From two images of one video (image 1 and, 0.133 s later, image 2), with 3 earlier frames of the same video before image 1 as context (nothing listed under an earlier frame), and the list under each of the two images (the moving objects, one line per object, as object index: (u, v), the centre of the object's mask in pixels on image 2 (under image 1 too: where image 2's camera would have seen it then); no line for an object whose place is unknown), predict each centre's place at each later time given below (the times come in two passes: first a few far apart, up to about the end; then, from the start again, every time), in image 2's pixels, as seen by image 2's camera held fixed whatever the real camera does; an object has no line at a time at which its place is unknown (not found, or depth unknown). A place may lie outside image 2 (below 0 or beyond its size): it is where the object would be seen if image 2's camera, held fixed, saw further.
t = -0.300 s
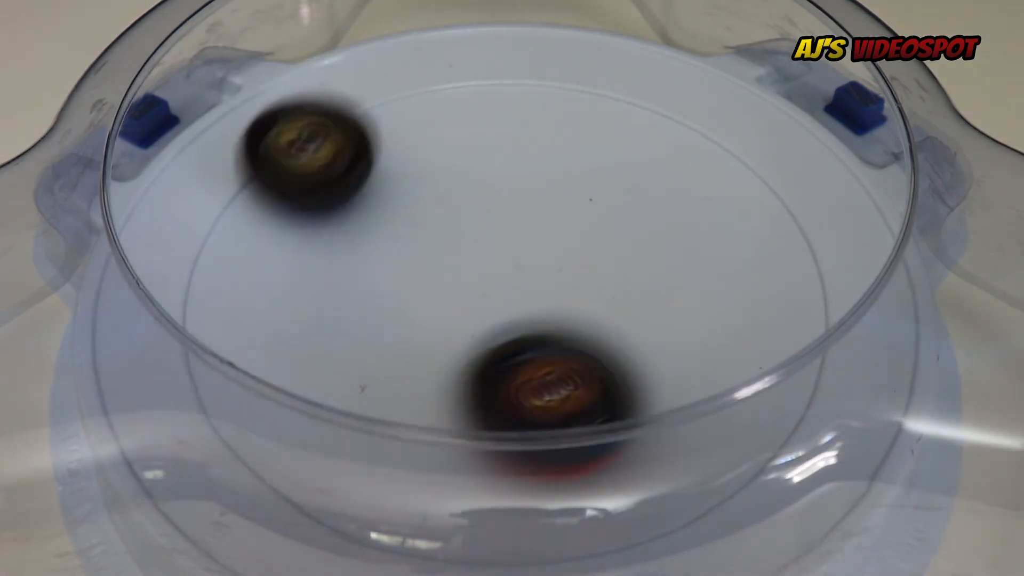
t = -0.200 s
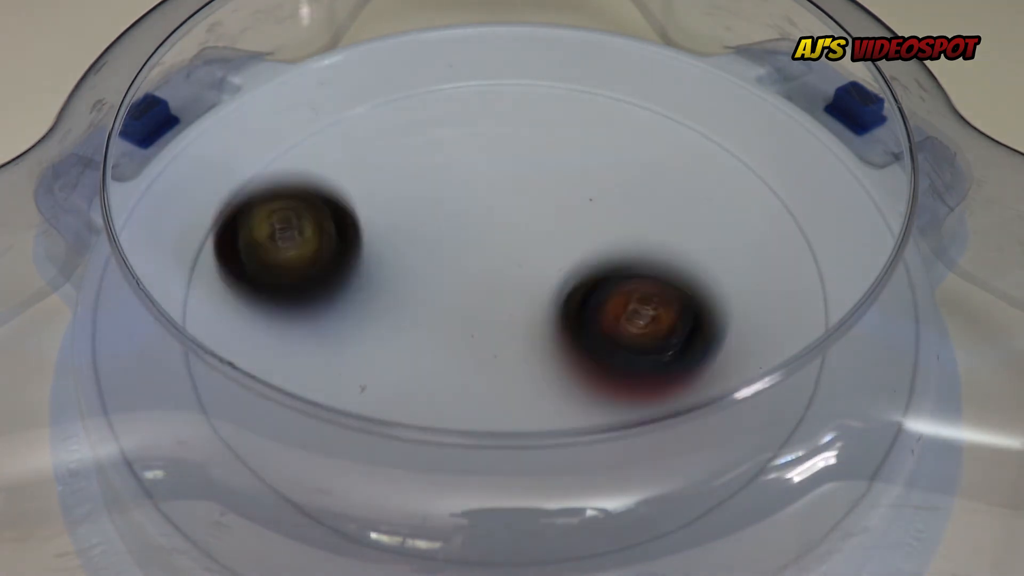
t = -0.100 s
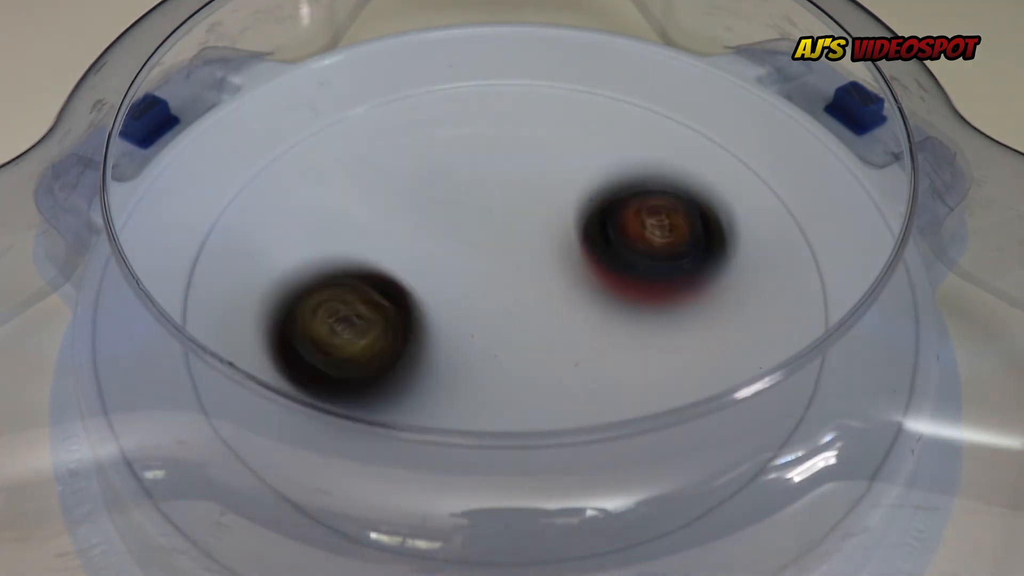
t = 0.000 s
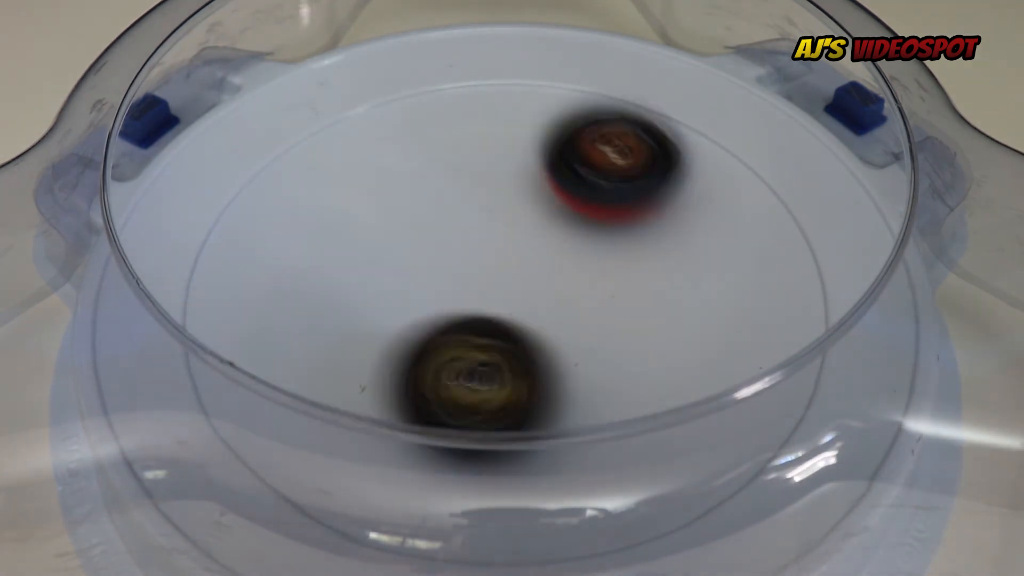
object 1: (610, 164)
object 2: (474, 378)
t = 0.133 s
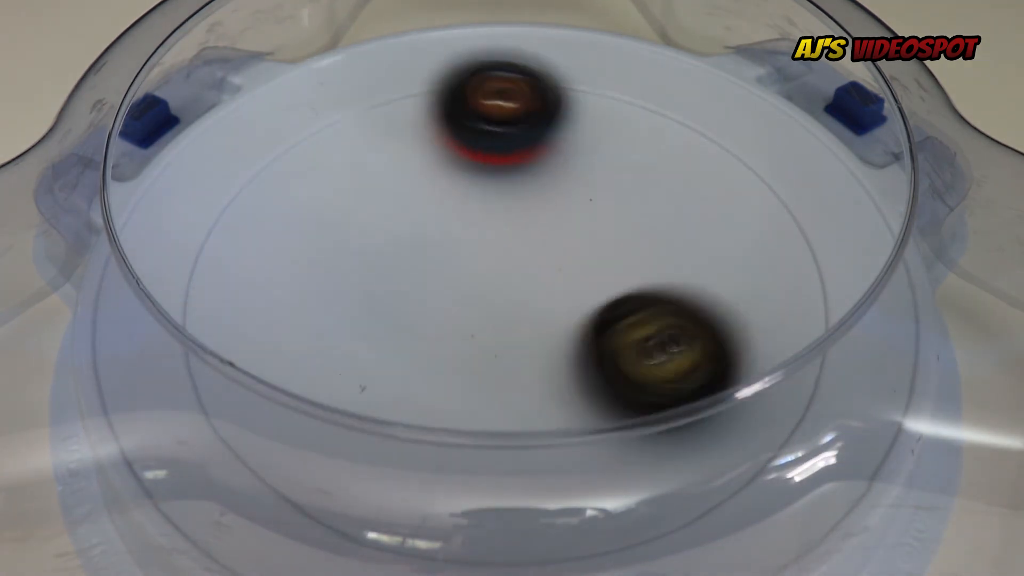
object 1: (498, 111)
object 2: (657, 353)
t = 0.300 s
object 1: (347, 150)
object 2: (746, 223)
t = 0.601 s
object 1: (461, 360)
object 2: (506, 114)
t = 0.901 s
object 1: (678, 219)
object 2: (306, 316)
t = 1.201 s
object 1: (452, 151)
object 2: (620, 440)
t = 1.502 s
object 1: (388, 361)
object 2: (667, 207)
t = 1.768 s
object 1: (662, 349)
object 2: (400, 133)
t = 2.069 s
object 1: (550, 170)
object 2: (246, 303)
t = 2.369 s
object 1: (298, 254)
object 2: (582, 372)
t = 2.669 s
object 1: (487, 410)
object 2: (662, 155)
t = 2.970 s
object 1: (631, 213)
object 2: (416, 110)
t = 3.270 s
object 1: (407, 124)
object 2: (337, 322)
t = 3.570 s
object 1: (329, 311)
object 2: (648, 392)
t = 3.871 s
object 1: (646, 329)
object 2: (686, 202)
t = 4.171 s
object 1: (623, 144)
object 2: (418, 160)
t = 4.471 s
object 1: (379, 204)
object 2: (276, 316)
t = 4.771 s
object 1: (492, 339)
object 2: (526, 503)
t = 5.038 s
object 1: (629, 219)
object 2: (705, 328)
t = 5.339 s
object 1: (412, 94)
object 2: (580, 197)
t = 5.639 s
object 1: (266, 233)
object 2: (425, 239)
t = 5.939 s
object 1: (348, 364)
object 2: (520, 351)
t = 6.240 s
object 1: (449, 264)
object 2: (726, 304)
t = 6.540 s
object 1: (361, 161)
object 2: (636, 215)
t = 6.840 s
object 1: (302, 260)
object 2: (588, 211)
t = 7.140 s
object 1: (483, 317)
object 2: (599, 214)
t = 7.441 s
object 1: (506, 298)
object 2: (624, 158)
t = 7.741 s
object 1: (403, 289)
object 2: (545, 203)
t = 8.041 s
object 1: (420, 379)
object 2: (512, 241)
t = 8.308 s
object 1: (520, 364)
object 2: (512, 211)
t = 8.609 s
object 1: (481, 293)
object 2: (502, 160)
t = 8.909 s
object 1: (363, 284)
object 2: (504, 201)
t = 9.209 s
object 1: (384, 348)
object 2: (574, 254)
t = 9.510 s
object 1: (395, 289)
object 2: (653, 276)
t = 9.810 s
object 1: (371, 231)
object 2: (590, 286)
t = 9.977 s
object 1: (393, 197)
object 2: (541, 291)
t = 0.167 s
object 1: (466, 109)
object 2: (692, 334)
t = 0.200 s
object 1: (433, 113)
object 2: (721, 309)
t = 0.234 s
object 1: (401, 121)
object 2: (738, 280)
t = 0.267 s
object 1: (371, 133)
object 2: (746, 250)
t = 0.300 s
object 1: (347, 150)
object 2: (746, 223)
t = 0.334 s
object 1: (327, 173)
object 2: (739, 196)
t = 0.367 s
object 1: (315, 199)
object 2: (724, 172)
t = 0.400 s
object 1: (311, 226)
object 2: (704, 151)
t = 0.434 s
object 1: (316, 256)
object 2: (677, 134)
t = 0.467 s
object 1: (329, 284)
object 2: (648, 121)
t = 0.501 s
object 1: (353, 312)
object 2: (615, 113)
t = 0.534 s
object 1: (383, 334)
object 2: (579, 109)
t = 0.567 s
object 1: (419, 350)
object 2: (543, 109)
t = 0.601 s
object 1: (461, 360)
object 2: (506, 114)
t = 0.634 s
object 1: (505, 361)
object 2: (470, 123)
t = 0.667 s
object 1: (546, 357)
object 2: (436, 136)
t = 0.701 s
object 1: (584, 347)
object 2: (403, 153)
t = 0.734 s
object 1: (618, 331)
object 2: (375, 173)
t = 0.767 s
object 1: (644, 313)
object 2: (349, 196)
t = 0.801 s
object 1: (665, 289)
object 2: (329, 223)
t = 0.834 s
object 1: (677, 266)
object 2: (314, 254)
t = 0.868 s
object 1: (681, 240)
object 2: (306, 284)
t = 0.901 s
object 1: (678, 219)
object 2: (306, 316)
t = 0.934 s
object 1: (670, 197)
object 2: (315, 342)
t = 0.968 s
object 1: (656, 176)
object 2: (332, 373)
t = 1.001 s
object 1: (635, 158)
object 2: (358, 397)
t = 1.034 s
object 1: (610, 144)
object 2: (393, 423)
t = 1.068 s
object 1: (580, 135)
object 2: (433, 443)
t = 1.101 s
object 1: (549, 132)
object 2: (479, 432)
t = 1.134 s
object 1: (516, 134)
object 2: (527, 452)
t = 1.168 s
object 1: (483, 140)
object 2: (575, 447)
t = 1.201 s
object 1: (452, 151)
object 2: (620, 440)
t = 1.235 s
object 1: (421, 166)
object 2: (650, 415)
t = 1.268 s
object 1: (397, 186)
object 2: (680, 395)
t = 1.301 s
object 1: (376, 209)
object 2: (699, 368)
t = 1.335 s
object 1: (361, 234)
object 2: (711, 334)
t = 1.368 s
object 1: (352, 261)
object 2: (718, 312)
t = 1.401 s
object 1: (349, 289)
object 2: (713, 282)
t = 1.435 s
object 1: (354, 317)
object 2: (703, 255)
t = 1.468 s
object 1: (366, 343)
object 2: (687, 230)
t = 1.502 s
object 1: (388, 361)
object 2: (667, 207)
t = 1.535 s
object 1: (419, 375)
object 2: (641, 187)
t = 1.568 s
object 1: (455, 385)
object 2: (612, 169)
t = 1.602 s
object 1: (493, 406)
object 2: (579, 154)
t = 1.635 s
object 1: (535, 406)
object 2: (544, 143)
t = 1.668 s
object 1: (575, 401)
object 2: (508, 135)
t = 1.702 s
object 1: (607, 378)
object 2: (471, 131)
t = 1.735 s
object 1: (639, 365)
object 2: (436, 130)
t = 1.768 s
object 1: (662, 349)
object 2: (400, 133)
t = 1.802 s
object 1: (679, 331)
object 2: (367, 138)
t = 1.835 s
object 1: (685, 306)
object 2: (334, 149)
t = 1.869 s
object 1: (684, 279)
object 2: (306, 161)
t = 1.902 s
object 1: (675, 253)
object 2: (279, 180)
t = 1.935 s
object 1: (658, 230)
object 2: (259, 200)
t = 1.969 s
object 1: (638, 209)
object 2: (244, 223)
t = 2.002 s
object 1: (611, 192)
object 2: (236, 248)
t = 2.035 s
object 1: (581, 179)
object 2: (235, 278)
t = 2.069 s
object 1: (550, 170)
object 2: (246, 303)
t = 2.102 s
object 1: (516, 166)
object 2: (268, 326)
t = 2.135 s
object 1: (482, 165)
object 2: (290, 357)
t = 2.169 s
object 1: (449, 168)
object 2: (322, 377)
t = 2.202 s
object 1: (416, 174)
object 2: (362, 391)
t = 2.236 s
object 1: (385, 183)
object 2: (406, 401)
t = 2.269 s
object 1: (357, 197)
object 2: (452, 403)
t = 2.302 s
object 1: (332, 213)
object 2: (498, 388)
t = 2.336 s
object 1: (312, 232)
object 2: (540, 383)
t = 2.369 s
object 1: (298, 254)
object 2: (582, 372)
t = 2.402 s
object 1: (288, 278)
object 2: (616, 357)
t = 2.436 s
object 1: (285, 305)
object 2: (644, 337)
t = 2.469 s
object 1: (293, 328)
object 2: (667, 311)
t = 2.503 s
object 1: (311, 346)
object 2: (680, 283)
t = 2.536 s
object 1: (330, 376)
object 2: (688, 255)
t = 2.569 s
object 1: (361, 393)
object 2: (690, 228)
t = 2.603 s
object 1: (401, 407)
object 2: (686, 202)
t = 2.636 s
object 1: (444, 412)
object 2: (677, 177)
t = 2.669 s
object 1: (487, 410)
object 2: (662, 155)
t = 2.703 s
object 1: (528, 387)
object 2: (642, 135)
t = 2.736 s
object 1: (565, 379)
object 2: (620, 119)
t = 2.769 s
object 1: (598, 363)
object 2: (593, 105)
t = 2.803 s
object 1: (622, 345)
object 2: (566, 96)
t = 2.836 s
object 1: (639, 317)
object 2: (537, 91)
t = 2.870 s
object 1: (646, 291)
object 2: (506, 89)
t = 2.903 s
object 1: (647, 263)
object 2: (476, 93)
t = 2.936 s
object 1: (642, 237)
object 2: (445, 99)
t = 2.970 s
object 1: (631, 213)
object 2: (416, 110)
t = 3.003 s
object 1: (617, 190)
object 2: (391, 123)
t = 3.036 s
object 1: (598, 170)
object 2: (366, 141)
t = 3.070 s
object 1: (577, 153)
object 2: (347, 162)
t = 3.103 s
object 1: (552, 139)
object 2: (332, 184)
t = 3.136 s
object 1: (525, 129)
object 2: (321, 210)
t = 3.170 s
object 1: (496, 121)
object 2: (317, 236)
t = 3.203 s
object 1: (466, 118)
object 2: (317, 265)
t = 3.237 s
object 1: (436, 119)
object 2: (323, 293)
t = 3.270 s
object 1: (407, 124)
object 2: (337, 322)
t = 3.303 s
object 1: (380, 132)
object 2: (357, 347)
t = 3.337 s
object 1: (354, 144)
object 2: (385, 363)
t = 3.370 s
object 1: (332, 161)
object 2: (420, 377)
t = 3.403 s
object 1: (315, 182)
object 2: (454, 399)
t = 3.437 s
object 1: (303, 206)
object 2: (495, 407)
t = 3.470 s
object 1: (298, 232)
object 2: (536, 415)
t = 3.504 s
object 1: (301, 259)
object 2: (576, 409)
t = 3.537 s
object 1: (311, 285)
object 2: (615, 403)
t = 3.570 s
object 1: (329, 311)
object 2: (648, 392)
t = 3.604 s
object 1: (354, 334)
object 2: (676, 374)
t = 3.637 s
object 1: (386, 350)
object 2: (697, 347)
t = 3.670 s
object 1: (425, 362)
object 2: (717, 330)
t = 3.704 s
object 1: (465, 367)
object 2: (728, 311)
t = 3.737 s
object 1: (507, 369)
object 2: (732, 286)
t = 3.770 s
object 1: (546, 366)
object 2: (728, 263)
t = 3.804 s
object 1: (584, 359)
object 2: (718, 240)
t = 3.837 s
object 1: (618, 347)
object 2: (704, 220)
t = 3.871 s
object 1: (646, 329)
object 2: (686, 202)
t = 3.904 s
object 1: (667, 309)
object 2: (664, 187)
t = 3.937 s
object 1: (684, 286)
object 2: (638, 174)
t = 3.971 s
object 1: (692, 262)
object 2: (609, 163)
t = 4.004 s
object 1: (693, 237)
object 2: (578, 156)
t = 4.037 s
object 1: (689, 216)
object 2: (547, 151)
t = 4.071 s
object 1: (680, 193)
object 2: (515, 150)
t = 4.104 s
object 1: (666, 175)
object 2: (483, 150)
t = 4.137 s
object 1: (646, 158)
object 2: (450, 154)
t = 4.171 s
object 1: (623, 144)
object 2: (418, 160)
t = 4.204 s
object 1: (596, 135)
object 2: (390, 168)
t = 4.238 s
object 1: (567, 130)
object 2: (362, 180)
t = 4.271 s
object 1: (537, 129)
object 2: (337, 194)
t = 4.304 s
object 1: (505, 133)
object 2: (315, 210)
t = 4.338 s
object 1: (475, 140)
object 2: (297, 228)
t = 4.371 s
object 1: (448, 150)
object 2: (283, 249)
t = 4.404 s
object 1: (421, 165)
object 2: (274, 270)
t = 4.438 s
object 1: (398, 184)
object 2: (272, 294)
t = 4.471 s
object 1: (379, 204)
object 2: (276, 316)
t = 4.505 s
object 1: (364, 227)
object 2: (291, 334)
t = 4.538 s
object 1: (355, 251)
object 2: (310, 352)
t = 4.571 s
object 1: (359, 264)
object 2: (314, 390)
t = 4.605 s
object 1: (368, 277)
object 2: (328, 428)
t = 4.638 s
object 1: (383, 294)
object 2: (366, 468)
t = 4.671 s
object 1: (402, 312)
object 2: (392, 491)
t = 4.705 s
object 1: (429, 327)
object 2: (432, 499)
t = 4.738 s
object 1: (459, 337)
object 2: (479, 503)
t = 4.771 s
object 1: (492, 339)
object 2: (526, 503)
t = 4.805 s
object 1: (526, 336)
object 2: (566, 499)
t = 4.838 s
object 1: (556, 328)
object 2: (604, 491)
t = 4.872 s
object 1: (583, 315)
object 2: (636, 461)
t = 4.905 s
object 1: (604, 300)
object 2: (662, 434)
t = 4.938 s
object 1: (620, 281)
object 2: (682, 406)
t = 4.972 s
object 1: (630, 260)
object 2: (695, 381)
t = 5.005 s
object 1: (632, 239)
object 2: (699, 347)
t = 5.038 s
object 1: (629, 219)
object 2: (705, 328)
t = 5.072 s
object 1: (620, 198)
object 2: (701, 299)
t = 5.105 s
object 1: (606, 181)
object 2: (692, 273)
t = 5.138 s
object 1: (587, 161)
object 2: (678, 251)
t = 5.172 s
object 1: (565, 148)
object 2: (662, 230)
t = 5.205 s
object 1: (539, 136)
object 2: (642, 211)
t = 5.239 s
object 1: (504, 118)
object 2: (632, 207)
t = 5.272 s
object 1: (470, 104)
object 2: (617, 204)
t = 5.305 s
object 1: (440, 96)
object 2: (599, 200)
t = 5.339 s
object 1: (412, 94)
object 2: (580, 197)
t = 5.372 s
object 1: (387, 97)
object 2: (561, 195)
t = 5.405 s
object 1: (362, 105)
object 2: (540, 195)
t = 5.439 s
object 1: (338, 116)
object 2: (519, 196)
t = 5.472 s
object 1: (317, 130)
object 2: (499, 199)
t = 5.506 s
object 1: (300, 149)
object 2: (479, 203)
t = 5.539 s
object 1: (287, 170)
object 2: (460, 208)
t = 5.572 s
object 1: (280, 193)
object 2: (441, 215)
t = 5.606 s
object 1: (276, 217)
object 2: (426, 225)
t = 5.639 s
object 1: (266, 233)
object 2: (425, 239)
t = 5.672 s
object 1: (261, 249)
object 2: (424, 253)
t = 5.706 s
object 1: (263, 267)
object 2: (421, 268)
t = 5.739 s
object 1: (263, 284)
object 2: (427, 282)
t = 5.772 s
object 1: (259, 301)
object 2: (442, 298)
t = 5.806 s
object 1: (266, 317)
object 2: (454, 313)
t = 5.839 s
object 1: (281, 331)
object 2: (465, 325)
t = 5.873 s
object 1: (302, 345)
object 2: (478, 336)
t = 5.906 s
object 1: (330, 357)
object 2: (492, 345)
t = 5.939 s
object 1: (348, 364)
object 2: (520, 351)
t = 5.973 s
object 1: (370, 369)
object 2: (546, 355)
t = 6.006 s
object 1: (393, 370)
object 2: (574, 356)
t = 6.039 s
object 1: (406, 366)
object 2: (609, 354)
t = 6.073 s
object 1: (421, 357)
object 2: (638, 350)
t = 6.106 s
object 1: (435, 341)
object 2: (663, 344)
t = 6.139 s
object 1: (445, 323)
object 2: (684, 336)
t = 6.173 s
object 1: (450, 304)
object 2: (702, 327)
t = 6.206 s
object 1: (451, 283)
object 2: (716, 316)
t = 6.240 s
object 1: (449, 264)
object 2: (726, 304)
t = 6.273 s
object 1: (446, 245)
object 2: (731, 292)
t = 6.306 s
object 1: (441, 228)
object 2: (731, 280)
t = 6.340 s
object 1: (433, 213)
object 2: (729, 268)
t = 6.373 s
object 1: (424, 199)
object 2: (721, 257)
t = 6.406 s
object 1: (414, 186)
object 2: (711, 246)
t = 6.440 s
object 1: (403, 175)
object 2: (696, 237)
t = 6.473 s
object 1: (390, 168)
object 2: (678, 228)
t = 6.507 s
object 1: (375, 162)
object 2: (658, 220)
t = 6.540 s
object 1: (361, 161)
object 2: (636, 215)
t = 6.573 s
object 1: (348, 163)
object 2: (614, 210)
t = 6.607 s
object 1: (338, 171)
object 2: (591, 206)
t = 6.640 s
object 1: (335, 183)
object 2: (567, 204)
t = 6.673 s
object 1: (339, 198)
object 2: (542, 204)
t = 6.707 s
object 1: (352, 213)
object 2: (517, 203)
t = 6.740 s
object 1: (347, 225)
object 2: (519, 203)
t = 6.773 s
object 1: (324, 234)
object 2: (548, 204)
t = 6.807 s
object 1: (309, 245)
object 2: (571, 208)
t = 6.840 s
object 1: (302, 260)
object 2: (588, 211)
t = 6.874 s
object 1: (302, 275)
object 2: (598, 213)
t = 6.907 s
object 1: (309, 292)
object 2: (603, 212)
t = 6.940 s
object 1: (325, 307)
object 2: (607, 210)
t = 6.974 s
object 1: (346, 318)
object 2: (609, 209)
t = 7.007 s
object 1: (371, 326)
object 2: (609, 209)
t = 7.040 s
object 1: (399, 330)
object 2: (609, 209)
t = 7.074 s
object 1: (429, 329)
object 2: (607, 210)
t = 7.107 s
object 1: (457, 325)
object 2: (604, 211)
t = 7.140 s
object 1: (483, 317)
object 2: (599, 214)
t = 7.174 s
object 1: (502, 309)
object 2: (597, 214)
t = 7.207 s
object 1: (498, 314)
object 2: (617, 198)
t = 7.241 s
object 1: (497, 316)
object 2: (632, 184)
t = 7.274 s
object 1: (500, 317)
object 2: (638, 175)
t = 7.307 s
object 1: (503, 316)
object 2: (639, 168)
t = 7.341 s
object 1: (506, 313)
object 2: (638, 163)
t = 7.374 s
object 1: (509, 309)
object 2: (634, 160)
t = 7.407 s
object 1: (509, 304)
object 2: (630, 158)
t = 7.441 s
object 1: (506, 298)
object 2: (624, 158)
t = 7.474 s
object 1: (503, 290)
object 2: (616, 159)
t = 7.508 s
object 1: (496, 283)
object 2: (607, 162)
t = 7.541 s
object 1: (488, 278)
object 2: (597, 167)
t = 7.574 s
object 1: (478, 272)
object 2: (586, 172)
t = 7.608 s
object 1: (468, 268)
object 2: (574, 179)
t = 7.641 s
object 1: (452, 268)
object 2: (565, 185)
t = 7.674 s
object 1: (432, 274)
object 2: (560, 190)
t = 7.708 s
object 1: (416, 281)
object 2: (554, 196)
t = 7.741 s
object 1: (403, 289)
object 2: (545, 203)
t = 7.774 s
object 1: (393, 299)
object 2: (537, 210)
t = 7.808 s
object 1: (387, 310)
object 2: (528, 218)
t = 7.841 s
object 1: (386, 321)
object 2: (519, 227)
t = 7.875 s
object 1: (388, 333)
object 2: (509, 236)
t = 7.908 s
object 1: (397, 343)
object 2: (499, 245)
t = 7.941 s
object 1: (405, 354)
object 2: (496, 250)
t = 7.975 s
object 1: (405, 365)
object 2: (505, 245)
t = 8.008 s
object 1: (411, 374)
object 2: (510, 242)
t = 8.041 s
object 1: (420, 379)
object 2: (512, 241)
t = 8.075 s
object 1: (433, 384)
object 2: (513, 240)
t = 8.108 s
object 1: (452, 386)
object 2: (511, 240)
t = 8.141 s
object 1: (470, 384)
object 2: (511, 241)
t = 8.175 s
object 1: (489, 380)
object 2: (510, 241)
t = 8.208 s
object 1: (504, 373)
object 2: (508, 242)
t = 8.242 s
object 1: (513, 363)
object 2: (507, 241)
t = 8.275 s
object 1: (516, 362)
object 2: (510, 227)
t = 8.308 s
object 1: (520, 364)
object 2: (512, 211)
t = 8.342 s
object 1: (524, 364)
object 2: (513, 200)
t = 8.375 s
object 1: (525, 359)
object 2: (512, 190)
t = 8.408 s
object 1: (527, 353)
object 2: (509, 181)
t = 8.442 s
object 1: (526, 345)
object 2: (509, 175)
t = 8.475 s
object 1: (521, 334)
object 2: (508, 169)
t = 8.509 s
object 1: (515, 322)
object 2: (505, 165)
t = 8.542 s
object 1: (505, 312)
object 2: (505, 162)
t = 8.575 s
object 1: (493, 302)
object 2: (503, 160)
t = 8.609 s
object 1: (481, 293)
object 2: (502, 160)
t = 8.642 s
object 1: (468, 285)
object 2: (501, 161)
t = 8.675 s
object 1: (456, 277)
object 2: (500, 163)
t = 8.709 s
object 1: (441, 273)
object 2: (500, 165)
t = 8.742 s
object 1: (426, 272)
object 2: (502, 168)
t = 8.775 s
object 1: (410, 272)
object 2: (502, 172)
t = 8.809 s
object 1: (396, 273)
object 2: (503, 178)
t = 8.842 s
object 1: (383, 276)
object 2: (504, 185)
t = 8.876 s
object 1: (371, 279)
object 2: (503, 192)
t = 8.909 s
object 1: (363, 284)
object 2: (504, 201)
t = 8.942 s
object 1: (358, 291)
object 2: (504, 210)
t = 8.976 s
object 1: (359, 298)
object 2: (504, 220)
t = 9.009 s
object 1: (366, 305)
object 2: (504, 231)
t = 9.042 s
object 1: (376, 310)
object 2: (505, 240)
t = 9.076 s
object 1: (371, 320)
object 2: (525, 242)
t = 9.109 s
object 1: (367, 328)
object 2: (547, 243)
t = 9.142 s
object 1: (367, 336)
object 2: (559, 246)
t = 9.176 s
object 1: (373, 344)
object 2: (567, 251)
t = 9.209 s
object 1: (384, 348)
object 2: (574, 254)
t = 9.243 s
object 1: (399, 349)
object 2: (580, 260)
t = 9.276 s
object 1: (417, 345)
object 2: (585, 265)
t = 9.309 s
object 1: (433, 339)
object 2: (589, 270)
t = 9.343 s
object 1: (441, 330)
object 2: (594, 274)
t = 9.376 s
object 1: (431, 322)
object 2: (619, 272)
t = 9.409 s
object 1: (421, 314)
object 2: (636, 272)
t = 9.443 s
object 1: (411, 306)
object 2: (645, 274)
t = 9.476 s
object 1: (403, 297)
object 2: (650, 274)
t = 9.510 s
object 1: (395, 289)
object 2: (653, 276)
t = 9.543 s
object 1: (388, 281)
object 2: (655, 277)
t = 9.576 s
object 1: (380, 273)
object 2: (654, 279)
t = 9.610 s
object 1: (375, 266)
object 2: (651, 281)
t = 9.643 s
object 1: (370, 258)
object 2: (646, 282)
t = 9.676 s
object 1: (367, 251)
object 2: (639, 283)
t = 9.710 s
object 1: (365, 245)
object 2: (629, 285)
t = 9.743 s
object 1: (365, 240)
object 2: (618, 286)
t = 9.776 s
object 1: (367, 235)
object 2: (605, 286)
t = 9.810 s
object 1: (371, 231)
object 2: (590, 286)
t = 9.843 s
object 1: (378, 228)
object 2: (575, 285)
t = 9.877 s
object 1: (387, 226)
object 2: (558, 283)
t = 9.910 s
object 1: (396, 222)
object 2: (543, 280)
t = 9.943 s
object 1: (398, 211)
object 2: (538, 283)
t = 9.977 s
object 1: (393, 197)
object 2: (541, 291)
